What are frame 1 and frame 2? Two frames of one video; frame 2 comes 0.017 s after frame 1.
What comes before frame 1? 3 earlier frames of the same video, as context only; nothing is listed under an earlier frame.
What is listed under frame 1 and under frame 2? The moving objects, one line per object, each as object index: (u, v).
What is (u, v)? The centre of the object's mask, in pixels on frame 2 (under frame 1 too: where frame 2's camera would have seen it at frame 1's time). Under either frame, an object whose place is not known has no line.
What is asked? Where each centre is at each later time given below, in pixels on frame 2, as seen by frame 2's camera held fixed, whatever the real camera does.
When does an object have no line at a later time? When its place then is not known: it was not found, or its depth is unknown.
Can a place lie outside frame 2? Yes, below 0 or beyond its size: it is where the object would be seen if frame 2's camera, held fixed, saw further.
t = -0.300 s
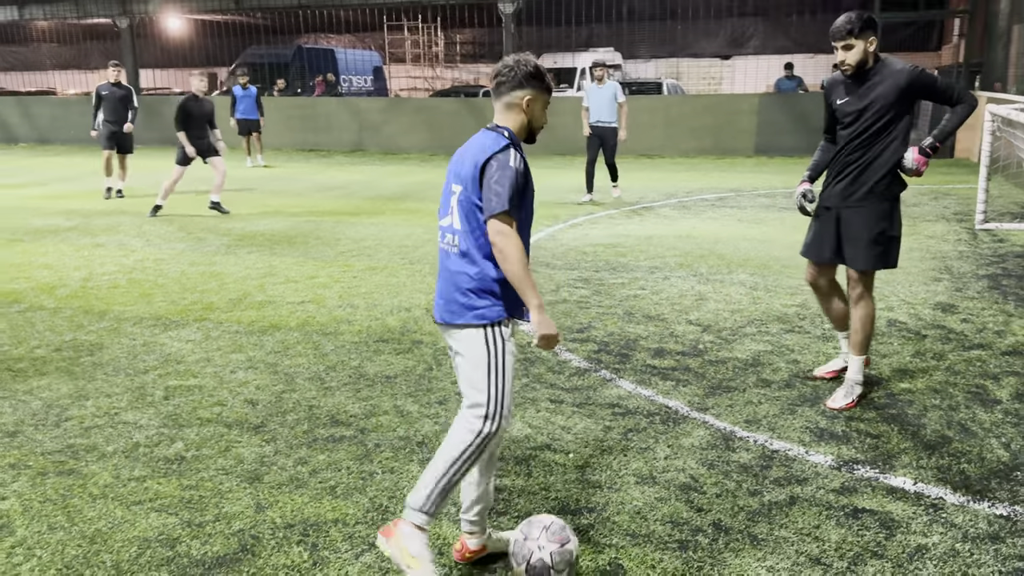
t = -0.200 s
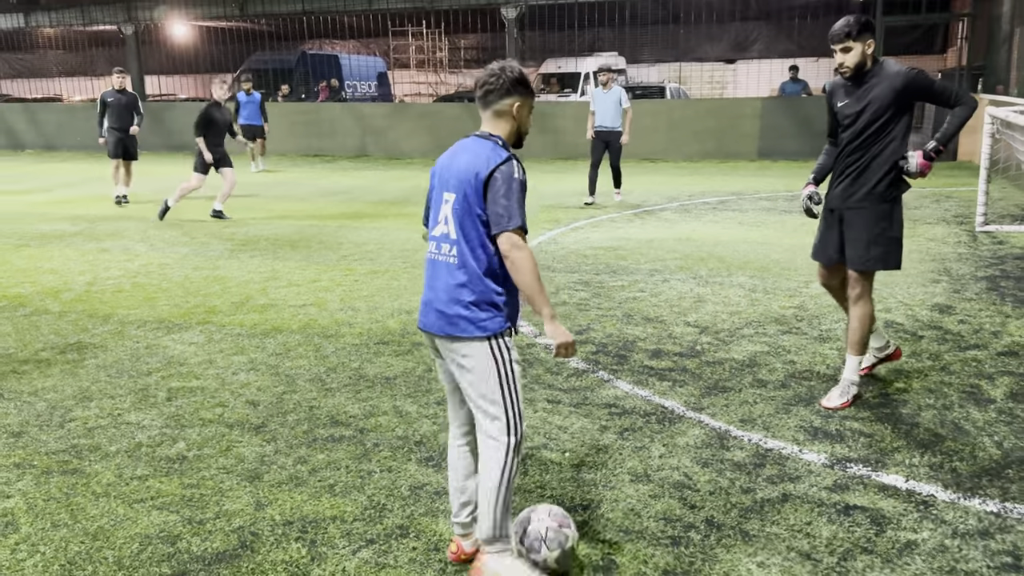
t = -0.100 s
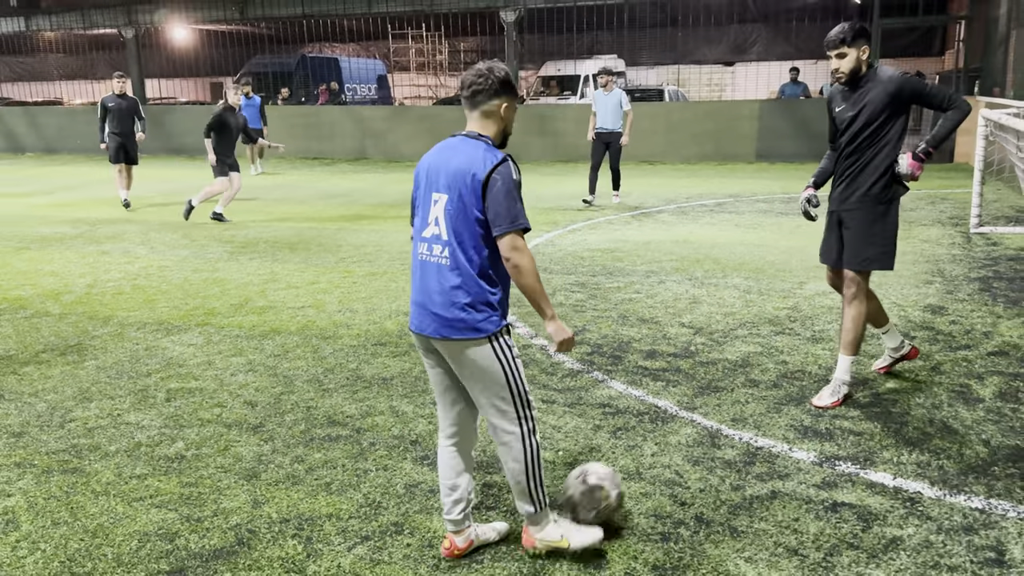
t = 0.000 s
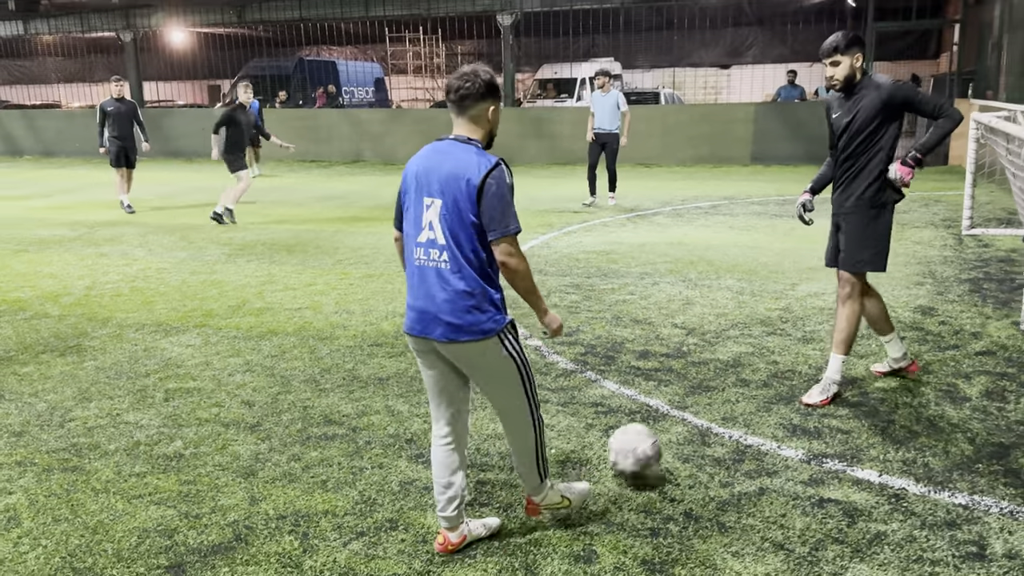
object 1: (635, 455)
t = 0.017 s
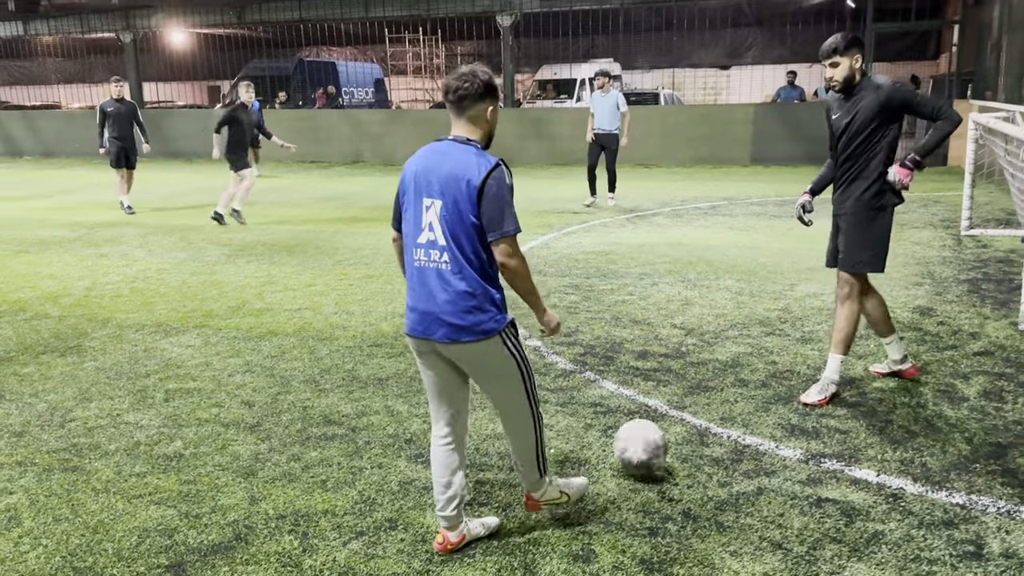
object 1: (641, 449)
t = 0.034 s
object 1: (647, 445)
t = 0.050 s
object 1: (653, 441)
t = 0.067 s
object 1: (660, 437)
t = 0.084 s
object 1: (666, 434)
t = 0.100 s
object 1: (670, 429)
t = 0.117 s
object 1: (675, 423)
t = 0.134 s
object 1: (680, 419)
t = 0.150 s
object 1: (683, 416)
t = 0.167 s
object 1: (688, 413)
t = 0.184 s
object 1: (693, 410)
